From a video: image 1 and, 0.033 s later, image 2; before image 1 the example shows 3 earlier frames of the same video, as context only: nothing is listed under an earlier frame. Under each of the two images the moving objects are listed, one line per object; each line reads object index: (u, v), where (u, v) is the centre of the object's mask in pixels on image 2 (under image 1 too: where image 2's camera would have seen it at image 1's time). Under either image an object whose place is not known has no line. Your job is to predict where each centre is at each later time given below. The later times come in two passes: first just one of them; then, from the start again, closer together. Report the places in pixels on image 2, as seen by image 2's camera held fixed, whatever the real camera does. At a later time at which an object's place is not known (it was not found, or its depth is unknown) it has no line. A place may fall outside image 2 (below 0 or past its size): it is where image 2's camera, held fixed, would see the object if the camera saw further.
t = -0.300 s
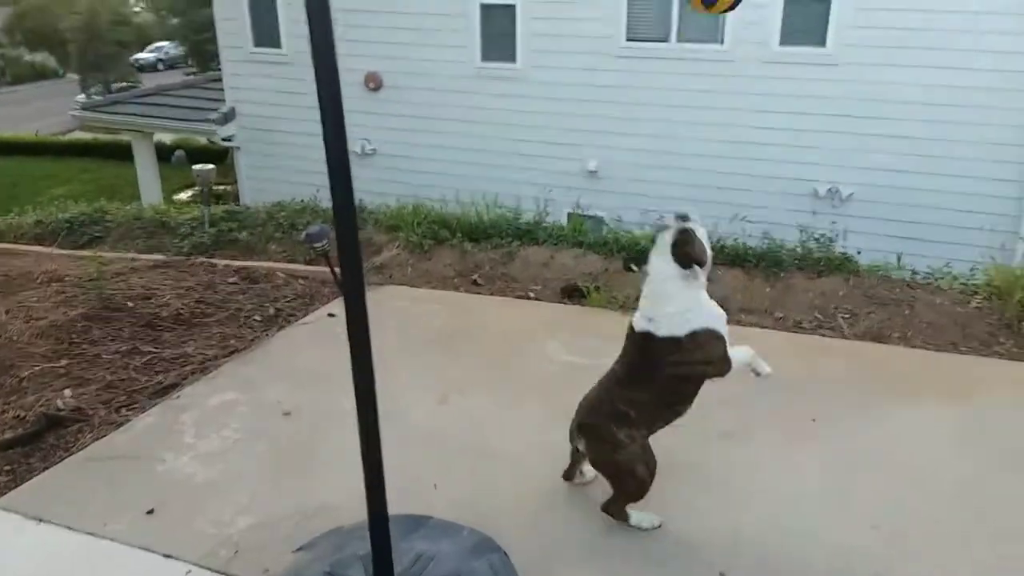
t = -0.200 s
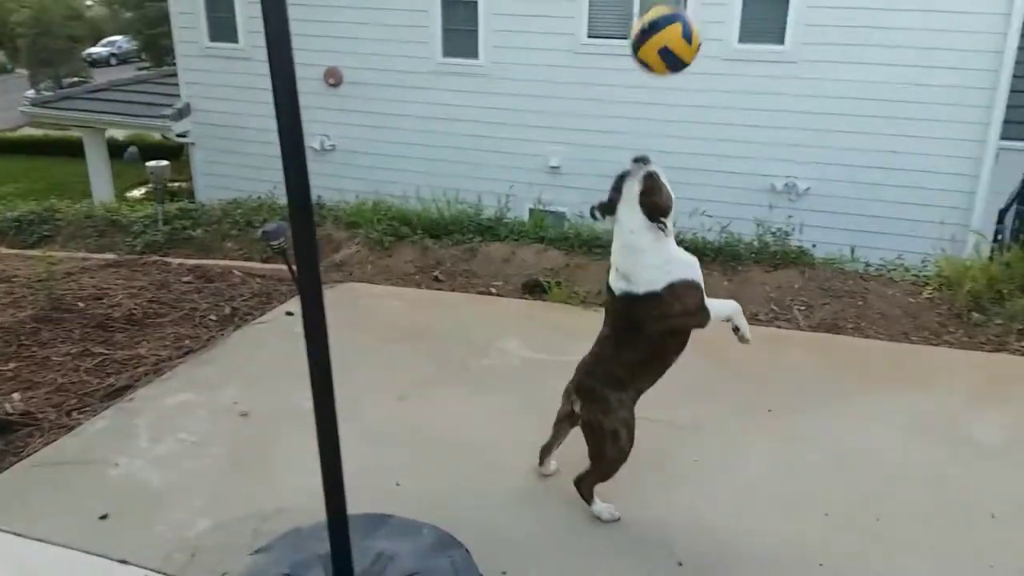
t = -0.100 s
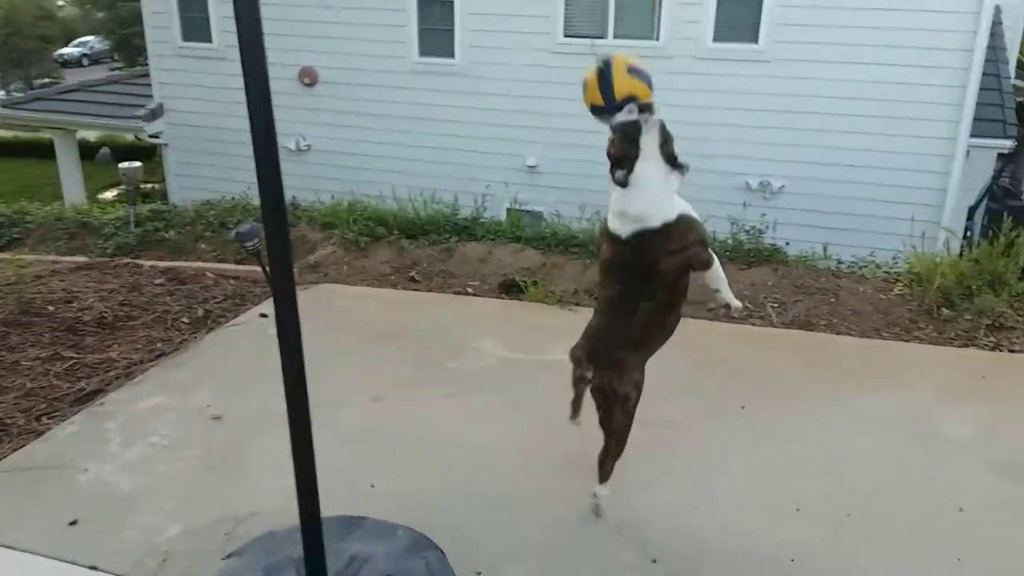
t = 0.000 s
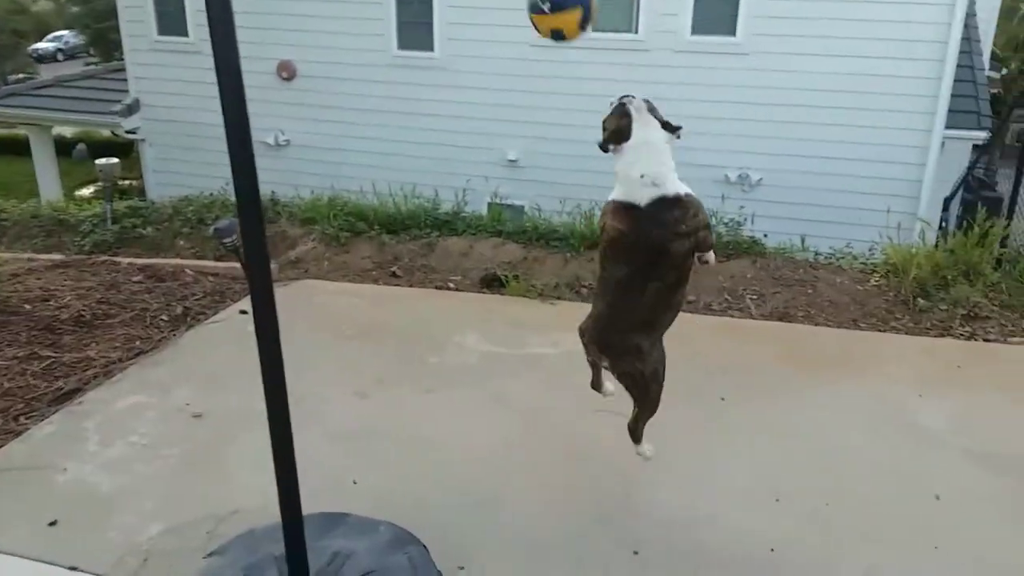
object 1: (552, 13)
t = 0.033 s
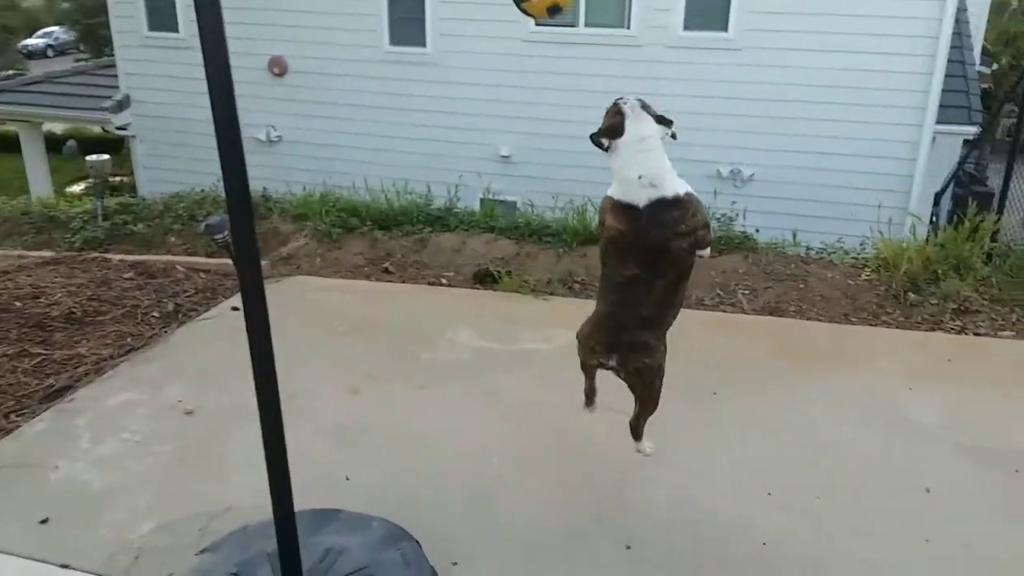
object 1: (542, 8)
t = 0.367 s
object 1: (429, 35)
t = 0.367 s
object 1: (429, 35)
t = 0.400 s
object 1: (423, 48)
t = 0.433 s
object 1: (414, 65)
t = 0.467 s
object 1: (400, 82)
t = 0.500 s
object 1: (387, 98)
